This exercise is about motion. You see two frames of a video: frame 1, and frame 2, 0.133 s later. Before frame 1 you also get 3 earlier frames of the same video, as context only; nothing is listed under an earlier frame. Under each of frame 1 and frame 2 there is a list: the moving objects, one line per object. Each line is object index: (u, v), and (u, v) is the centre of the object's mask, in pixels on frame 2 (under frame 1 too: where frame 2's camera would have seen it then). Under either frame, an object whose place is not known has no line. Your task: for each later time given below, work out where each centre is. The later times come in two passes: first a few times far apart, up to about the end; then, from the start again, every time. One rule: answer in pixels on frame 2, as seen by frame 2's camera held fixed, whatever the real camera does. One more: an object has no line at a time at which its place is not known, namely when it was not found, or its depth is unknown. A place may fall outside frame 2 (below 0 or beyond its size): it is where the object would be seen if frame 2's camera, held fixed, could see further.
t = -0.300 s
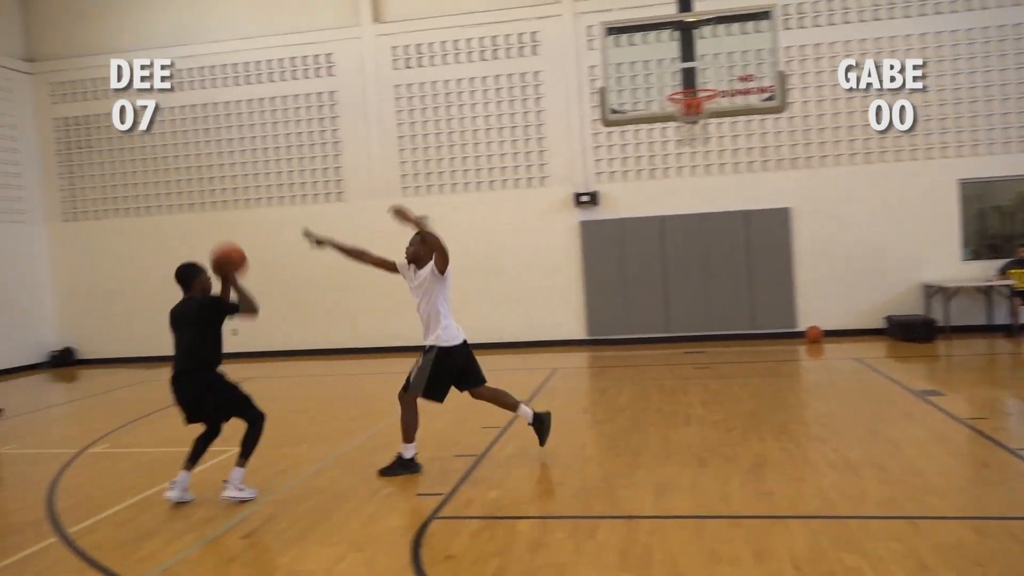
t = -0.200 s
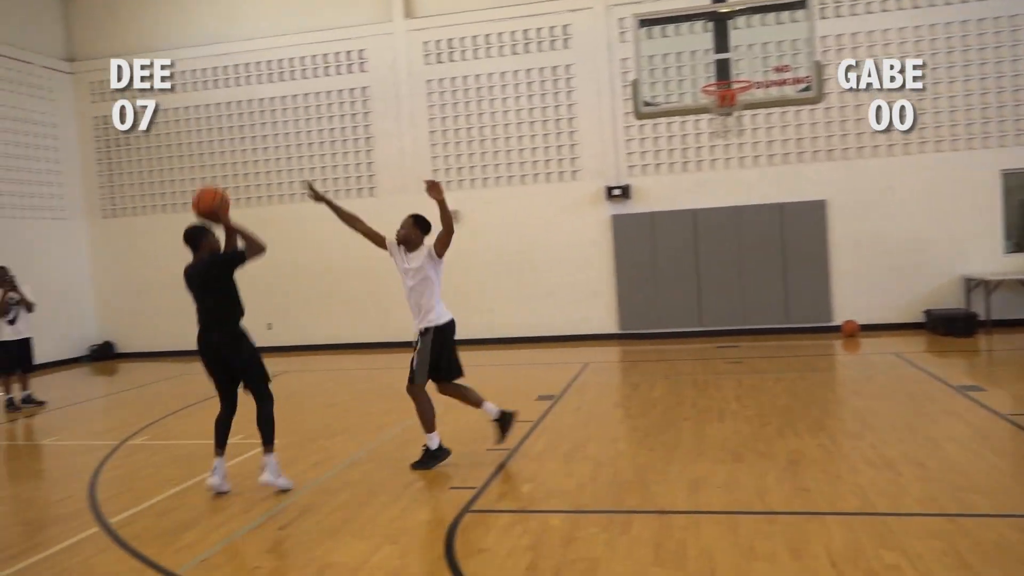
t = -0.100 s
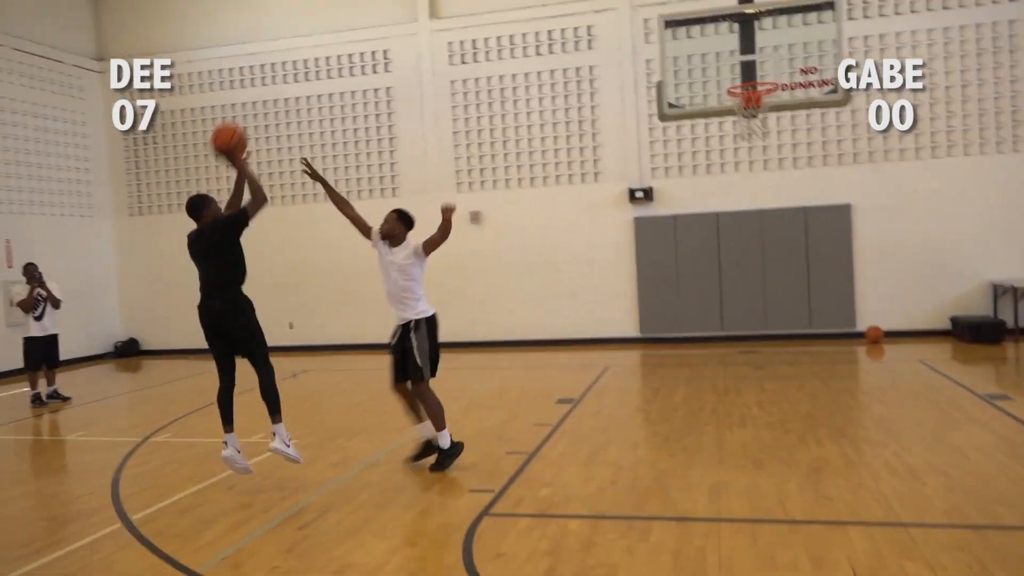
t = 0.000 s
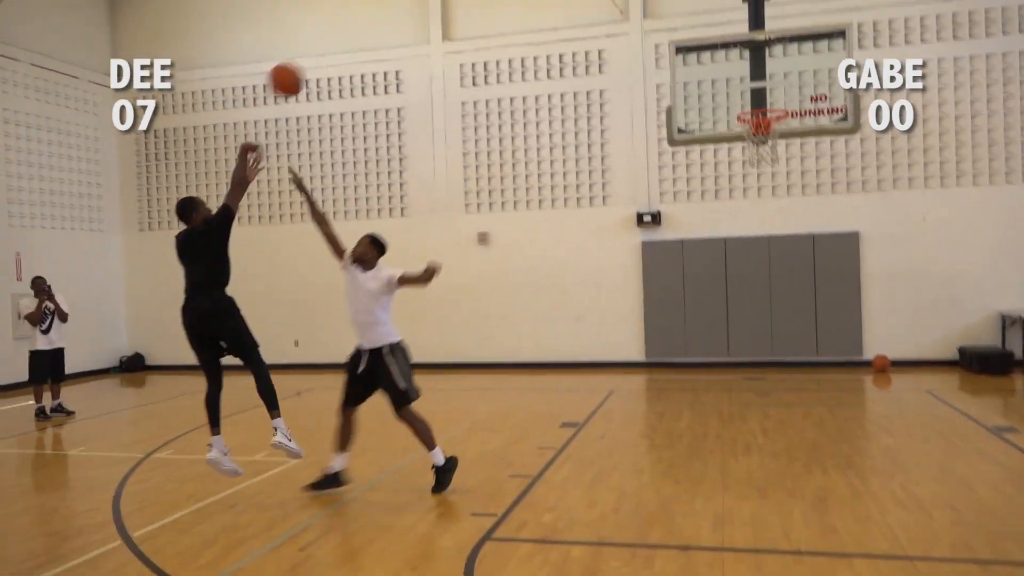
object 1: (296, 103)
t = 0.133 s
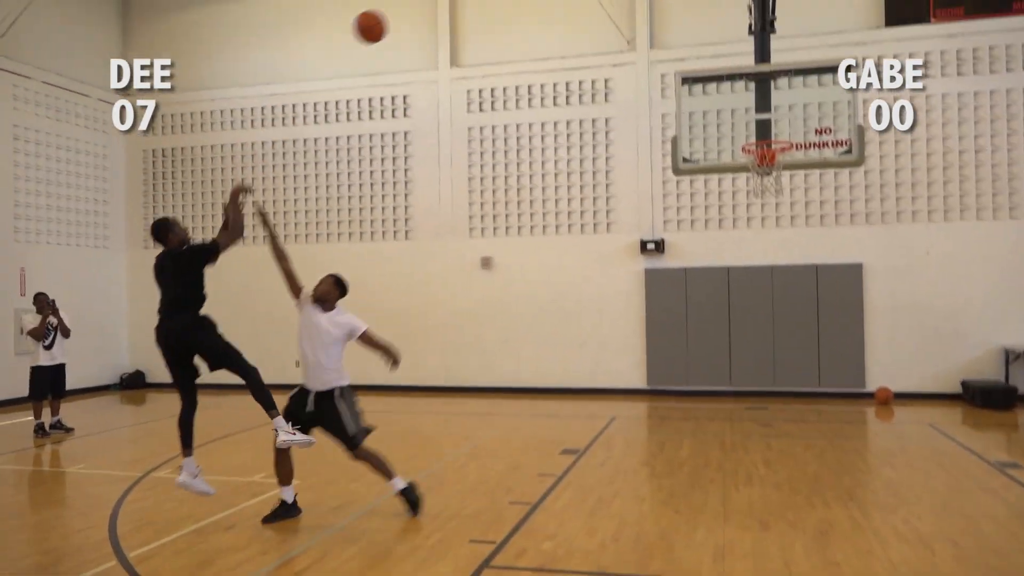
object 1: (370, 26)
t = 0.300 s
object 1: (454, -21)
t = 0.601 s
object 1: (580, -33)
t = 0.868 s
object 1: (674, 37)
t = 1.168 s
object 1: (735, 109)
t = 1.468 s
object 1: (714, 56)
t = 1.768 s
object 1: (701, 57)
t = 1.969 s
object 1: (695, 71)
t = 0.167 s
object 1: (388, 12)
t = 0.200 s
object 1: (406, 1)
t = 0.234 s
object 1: (423, -7)
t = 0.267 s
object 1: (439, -15)
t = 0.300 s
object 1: (454, -21)
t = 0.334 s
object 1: (469, -27)
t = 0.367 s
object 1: (485, -32)
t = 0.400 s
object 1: (500, -36)
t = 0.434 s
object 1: (514, -40)
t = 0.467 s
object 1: (528, -41)
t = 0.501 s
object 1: (541, -42)
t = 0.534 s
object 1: (555, -40)
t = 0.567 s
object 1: (567, -38)
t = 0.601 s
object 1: (580, -33)
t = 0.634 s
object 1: (593, -28)
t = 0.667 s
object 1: (605, -22)
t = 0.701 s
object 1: (617, -14)
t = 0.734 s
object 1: (629, -6)
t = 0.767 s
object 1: (641, 4)
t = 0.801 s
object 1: (652, 14)
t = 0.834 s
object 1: (663, 28)
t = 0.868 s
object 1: (674, 37)
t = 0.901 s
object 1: (685, 50)
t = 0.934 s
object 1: (696, 64)
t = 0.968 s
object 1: (707, 79)
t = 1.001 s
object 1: (717, 95)
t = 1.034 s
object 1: (727, 111)
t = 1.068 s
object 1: (737, 129)
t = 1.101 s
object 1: (740, 132)
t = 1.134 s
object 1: (738, 120)
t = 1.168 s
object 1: (735, 109)
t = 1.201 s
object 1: (732, 99)
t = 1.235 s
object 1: (730, 89)
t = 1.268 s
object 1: (727, 81)
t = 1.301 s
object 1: (725, 74)
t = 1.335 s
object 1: (723, 69)
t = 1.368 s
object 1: (721, 64)
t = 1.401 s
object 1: (718, 60)
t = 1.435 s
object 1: (716, 58)
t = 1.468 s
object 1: (714, 56)
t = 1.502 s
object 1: (712, 55)
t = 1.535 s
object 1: (710, 56)
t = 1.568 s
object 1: (708, 58)
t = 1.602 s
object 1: (706, 58)
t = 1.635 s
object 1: (705, 56)
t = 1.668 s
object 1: (704, 55)
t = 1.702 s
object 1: (703, 55)
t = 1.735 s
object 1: (702, 56)
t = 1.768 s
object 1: (701, 57)
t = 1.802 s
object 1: (701, 60)
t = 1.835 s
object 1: (700, 61)
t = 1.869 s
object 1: (698, 62)
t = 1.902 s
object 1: (697, 64)
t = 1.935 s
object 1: (696, 67)
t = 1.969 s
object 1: (695, 71)
